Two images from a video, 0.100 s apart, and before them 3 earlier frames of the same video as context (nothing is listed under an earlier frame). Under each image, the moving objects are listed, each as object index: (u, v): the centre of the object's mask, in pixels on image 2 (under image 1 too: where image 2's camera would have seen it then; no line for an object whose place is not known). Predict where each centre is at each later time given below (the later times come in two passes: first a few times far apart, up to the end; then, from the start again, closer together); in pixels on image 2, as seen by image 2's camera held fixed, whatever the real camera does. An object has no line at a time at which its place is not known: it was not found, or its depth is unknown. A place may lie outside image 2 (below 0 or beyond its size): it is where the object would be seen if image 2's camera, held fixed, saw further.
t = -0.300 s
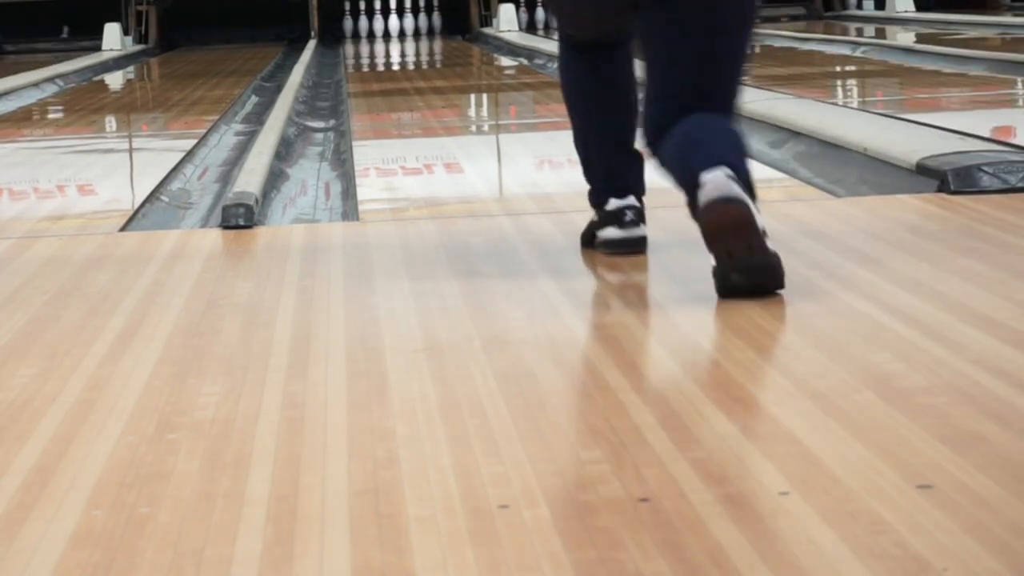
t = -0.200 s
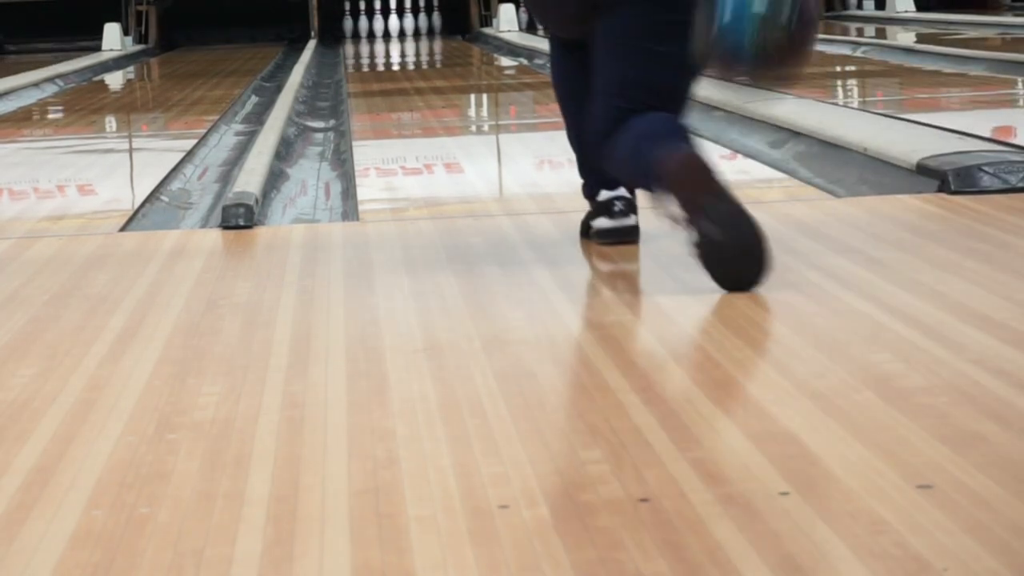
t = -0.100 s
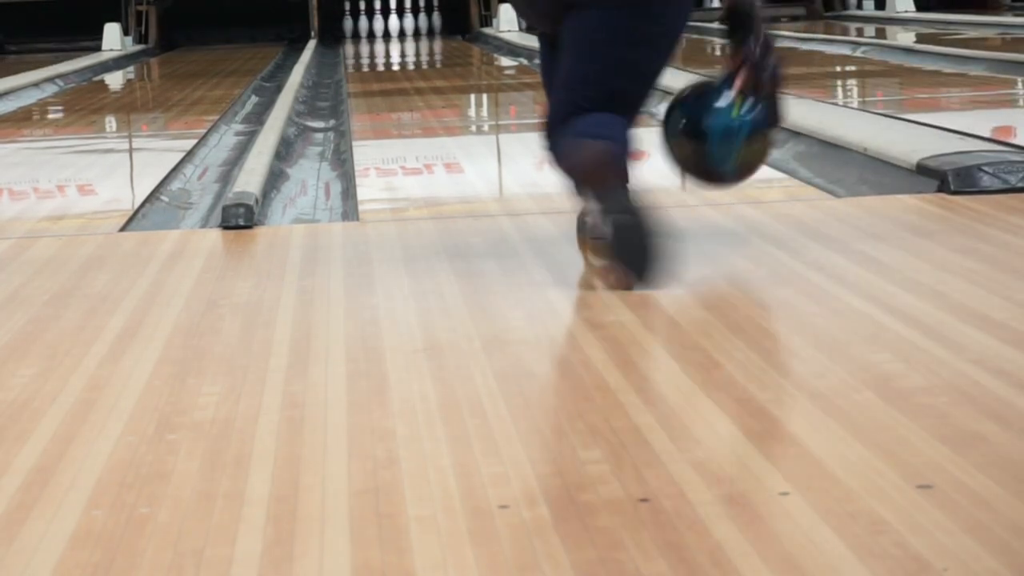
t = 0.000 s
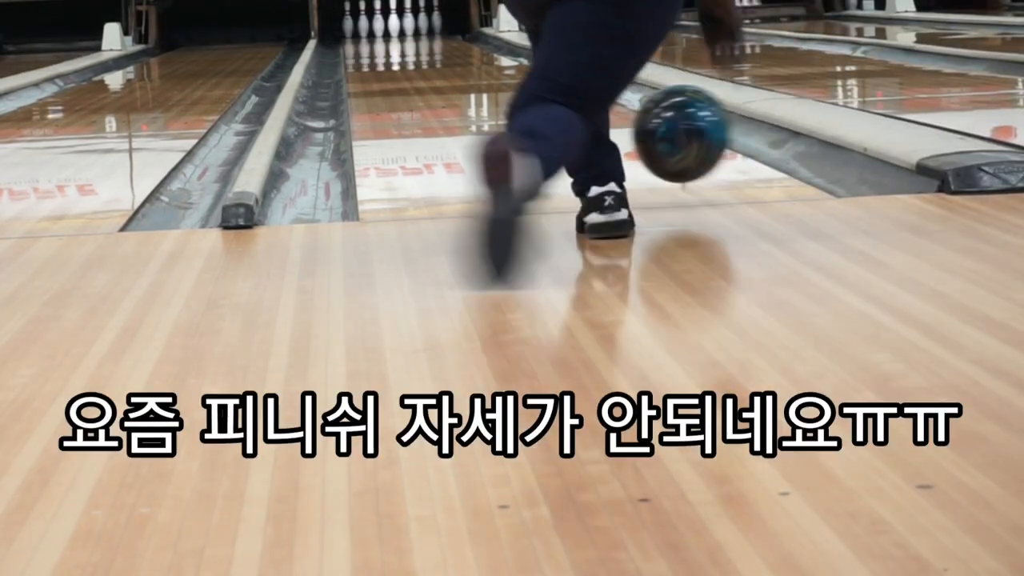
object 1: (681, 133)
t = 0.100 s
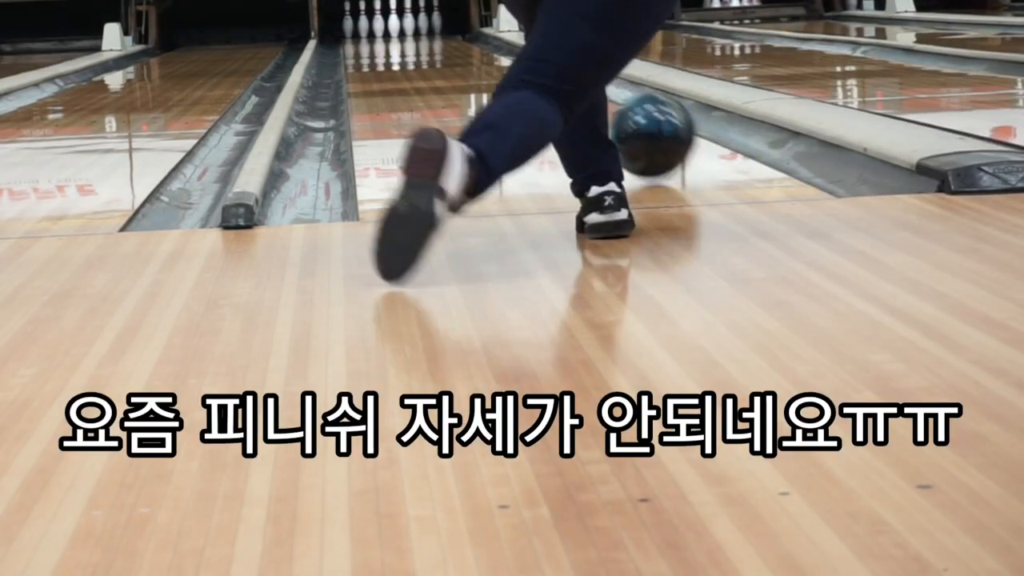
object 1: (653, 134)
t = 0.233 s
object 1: (633, 115)
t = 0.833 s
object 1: (542, 71)
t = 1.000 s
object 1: (528, 63)
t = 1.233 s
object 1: (510, 53)
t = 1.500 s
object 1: (495, 45)
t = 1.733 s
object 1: (483, 41)
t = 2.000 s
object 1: (470, 37)
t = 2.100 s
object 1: (466, 35)
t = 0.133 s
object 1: (646, 129)
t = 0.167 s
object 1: (641, 125)
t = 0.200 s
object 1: (637, 120)
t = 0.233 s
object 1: (633, 115)
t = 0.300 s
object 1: (629, 107)
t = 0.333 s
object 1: (627, 103)
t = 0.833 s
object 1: (542, 71)
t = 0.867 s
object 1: (539, 69)
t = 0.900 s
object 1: (537, 67)
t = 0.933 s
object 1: (534, 66)
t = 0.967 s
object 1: (531, 65)
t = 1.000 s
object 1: (528, 63)
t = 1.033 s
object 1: (526, 62)
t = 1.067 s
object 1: (524, 61)
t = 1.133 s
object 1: (519, 58)
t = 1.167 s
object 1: (514, 55)
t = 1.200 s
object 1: (512, 54)
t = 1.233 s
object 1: (510, 53)
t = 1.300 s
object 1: (506, 51)
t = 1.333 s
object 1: (504, 50)
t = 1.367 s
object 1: (502, 49)
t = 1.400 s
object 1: (500, 48)
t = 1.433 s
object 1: (498, 47)
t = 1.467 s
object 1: (496, 46)
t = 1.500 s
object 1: (495, 45)
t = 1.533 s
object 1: (493, 45)
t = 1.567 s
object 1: (491, 44)
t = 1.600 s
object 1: (490, 44)
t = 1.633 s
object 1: (488, 43)
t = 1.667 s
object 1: (486, 42)
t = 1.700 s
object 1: (485, 42)
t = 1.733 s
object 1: (483, 41)
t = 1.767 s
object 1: (481, 41)
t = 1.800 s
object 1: (480, 40)
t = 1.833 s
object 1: (478, 40)
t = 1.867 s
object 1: (476, 39)
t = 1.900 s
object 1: (475, 39)
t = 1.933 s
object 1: (473, 39)
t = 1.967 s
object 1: (471, 38)
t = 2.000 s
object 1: (470, 37)
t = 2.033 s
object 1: (468, 37)
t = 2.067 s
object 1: (467, 36)
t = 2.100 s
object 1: (466, 35)
